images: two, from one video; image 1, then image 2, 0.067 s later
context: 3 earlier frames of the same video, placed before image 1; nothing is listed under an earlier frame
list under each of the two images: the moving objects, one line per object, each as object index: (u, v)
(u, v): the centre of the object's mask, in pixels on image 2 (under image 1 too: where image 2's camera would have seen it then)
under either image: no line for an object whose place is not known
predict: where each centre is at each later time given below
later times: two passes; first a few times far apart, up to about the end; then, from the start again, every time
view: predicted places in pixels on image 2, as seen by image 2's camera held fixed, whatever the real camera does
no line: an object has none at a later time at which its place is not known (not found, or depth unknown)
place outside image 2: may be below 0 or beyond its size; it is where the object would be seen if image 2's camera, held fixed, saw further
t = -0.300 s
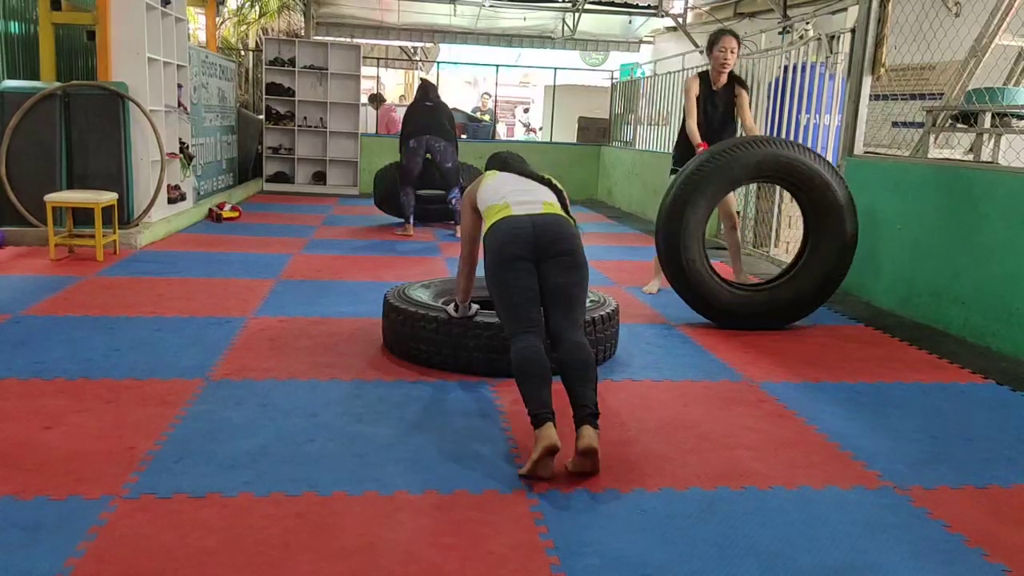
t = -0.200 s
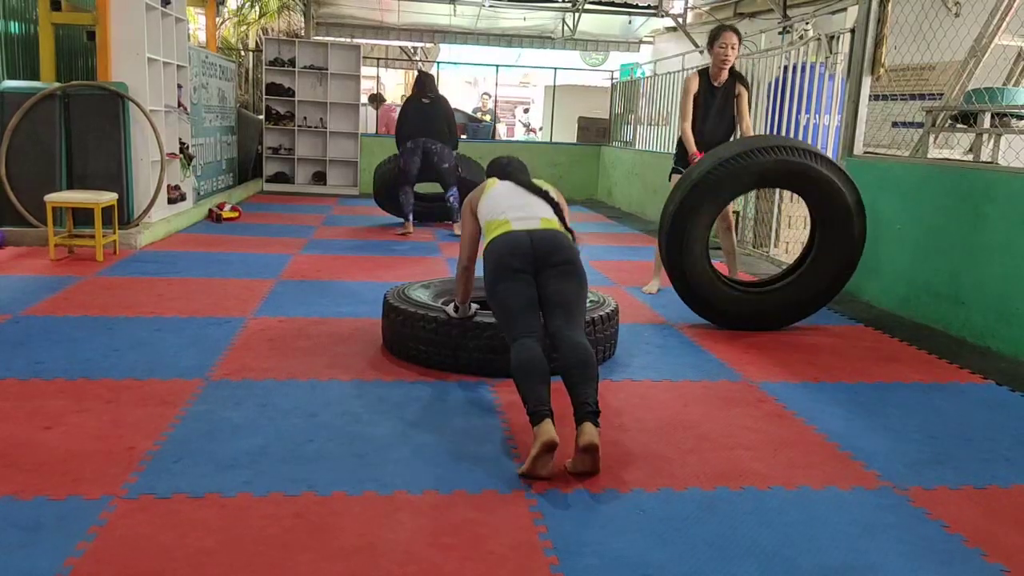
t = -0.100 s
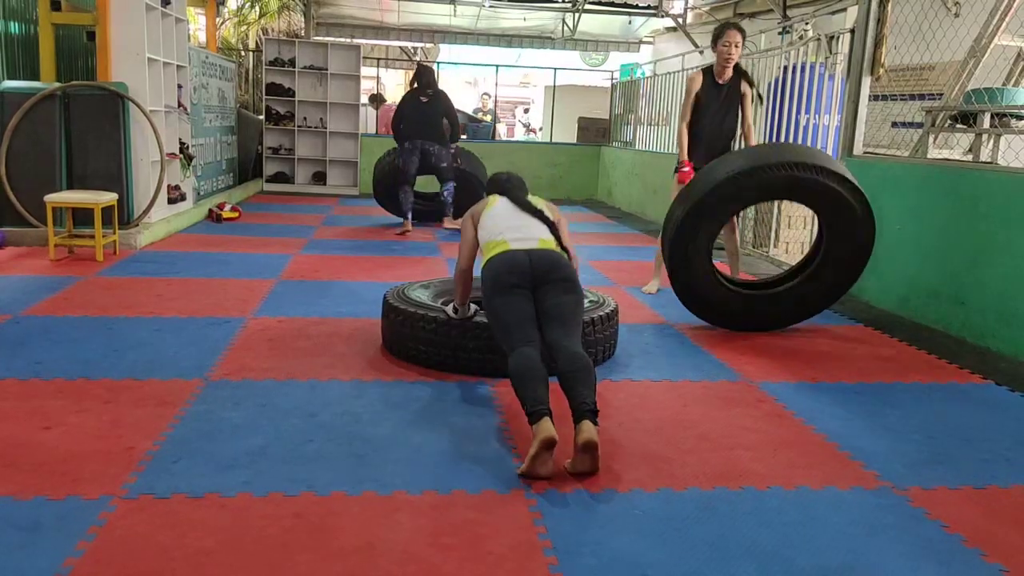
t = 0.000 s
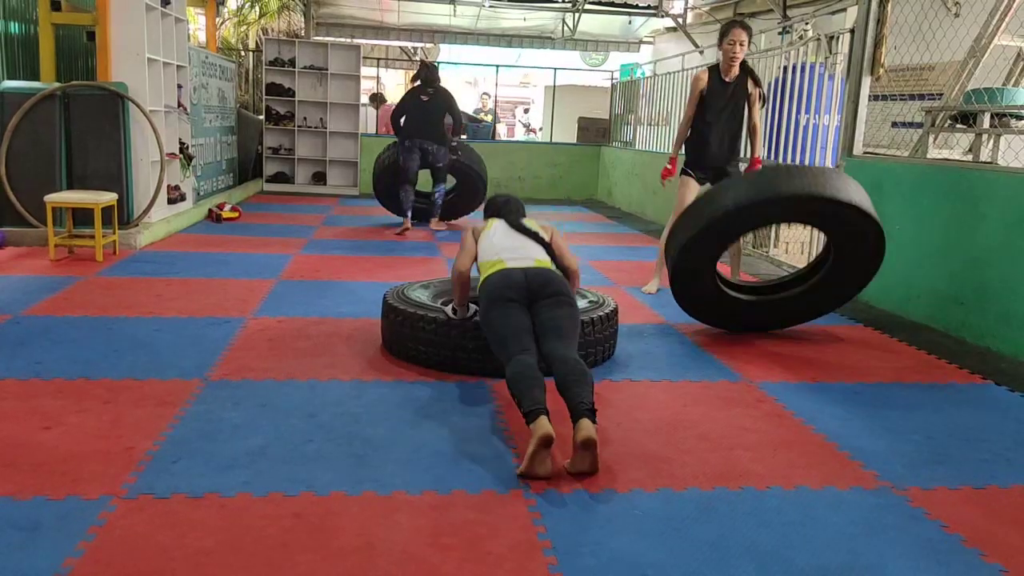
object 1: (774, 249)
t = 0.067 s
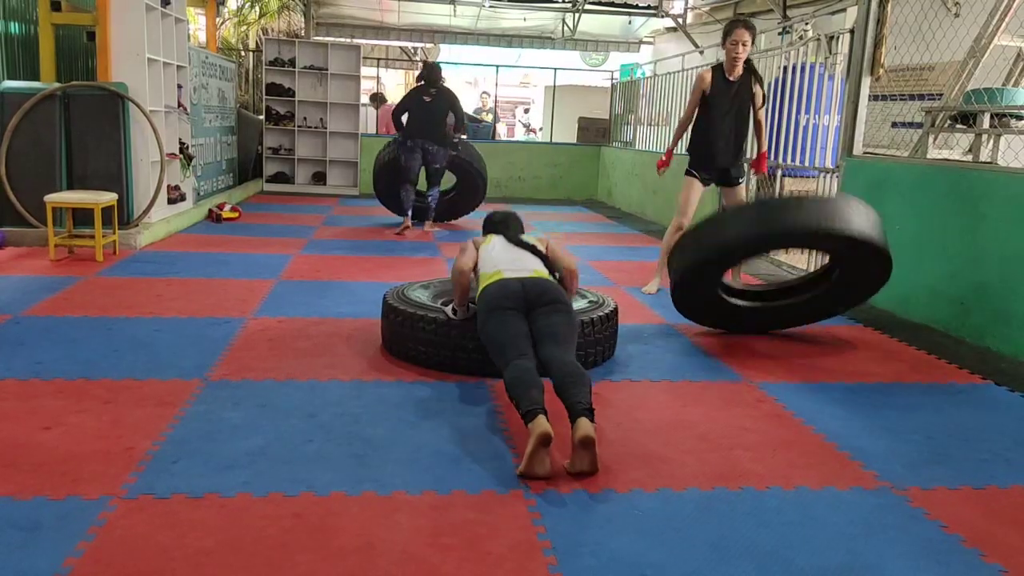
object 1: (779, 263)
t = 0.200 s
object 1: (786, 321)
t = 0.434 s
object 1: (793, 328)
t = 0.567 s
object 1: (796, 339)
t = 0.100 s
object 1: (782, 274)
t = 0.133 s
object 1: (784, 288)
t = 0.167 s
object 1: (785, 305)
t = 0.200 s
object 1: (786, 321)
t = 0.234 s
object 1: (790, 338)
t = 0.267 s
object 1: (791, 339)
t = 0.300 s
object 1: (795, 333)
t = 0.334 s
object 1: (792, 328)
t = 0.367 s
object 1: (792, 327)
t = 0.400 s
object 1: (793, 327)
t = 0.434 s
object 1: (793, 328)
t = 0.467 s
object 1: (793, 331)
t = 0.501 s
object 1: (796, 338)
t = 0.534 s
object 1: (796, 339)
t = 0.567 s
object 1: (796, 339)
